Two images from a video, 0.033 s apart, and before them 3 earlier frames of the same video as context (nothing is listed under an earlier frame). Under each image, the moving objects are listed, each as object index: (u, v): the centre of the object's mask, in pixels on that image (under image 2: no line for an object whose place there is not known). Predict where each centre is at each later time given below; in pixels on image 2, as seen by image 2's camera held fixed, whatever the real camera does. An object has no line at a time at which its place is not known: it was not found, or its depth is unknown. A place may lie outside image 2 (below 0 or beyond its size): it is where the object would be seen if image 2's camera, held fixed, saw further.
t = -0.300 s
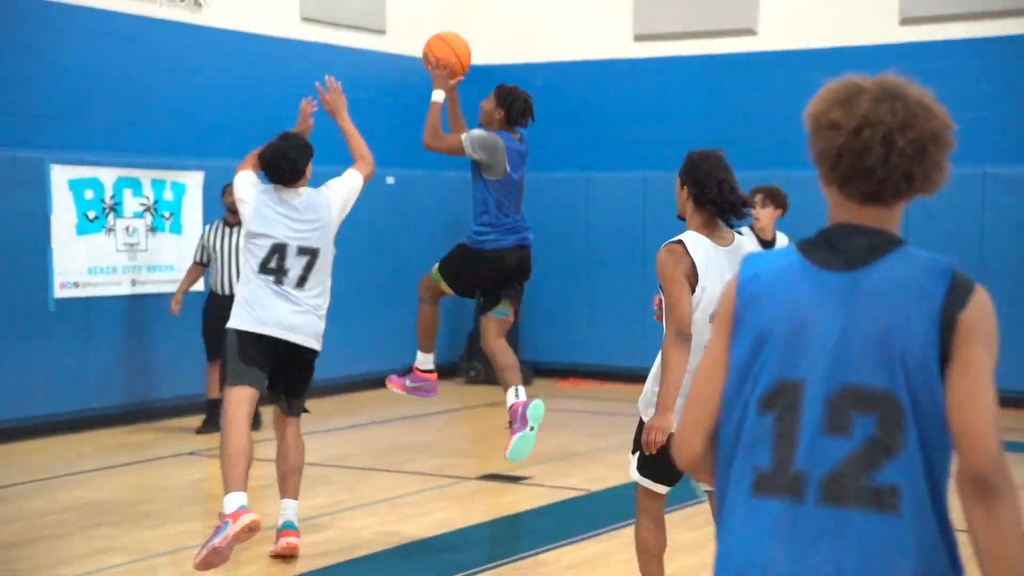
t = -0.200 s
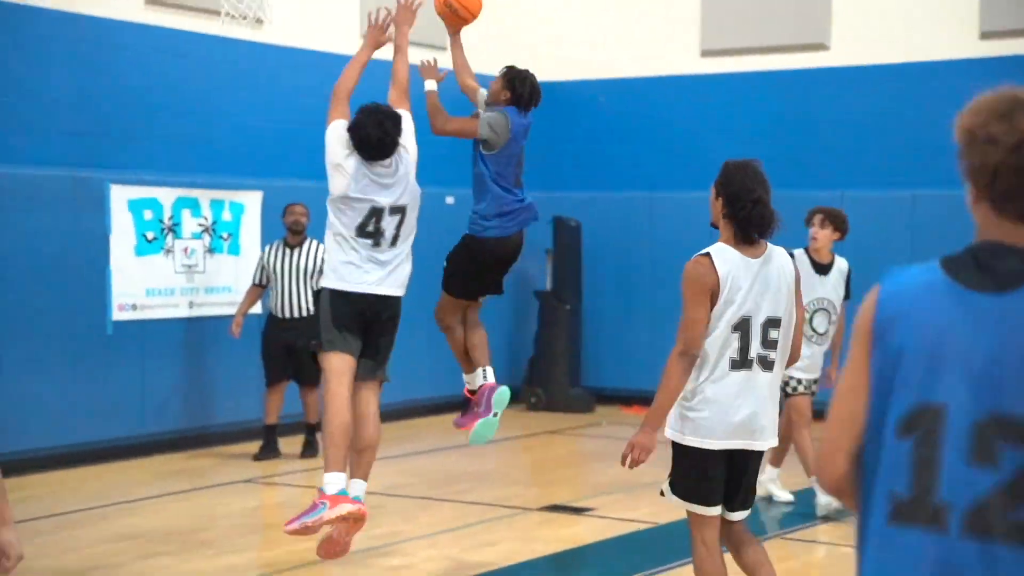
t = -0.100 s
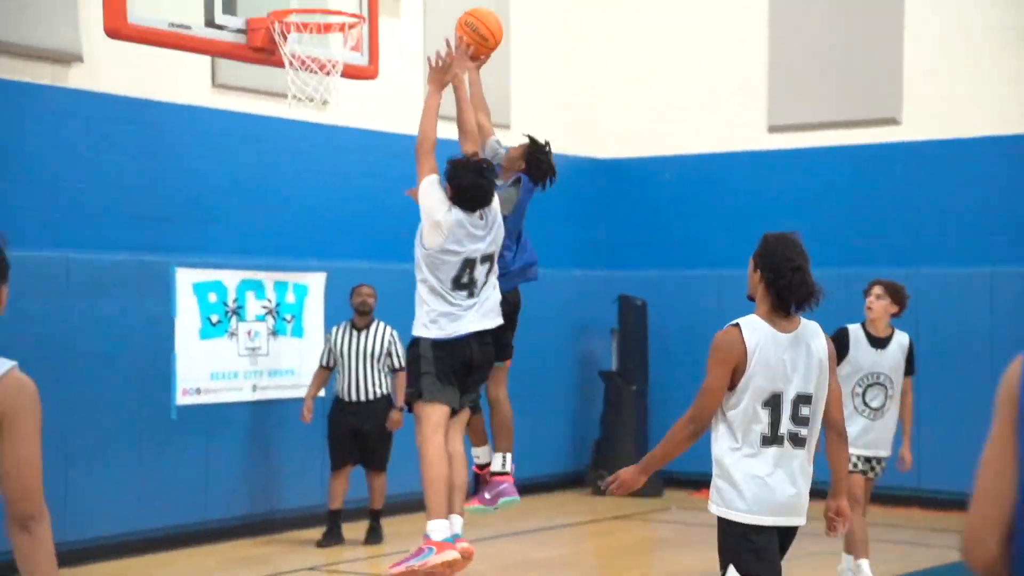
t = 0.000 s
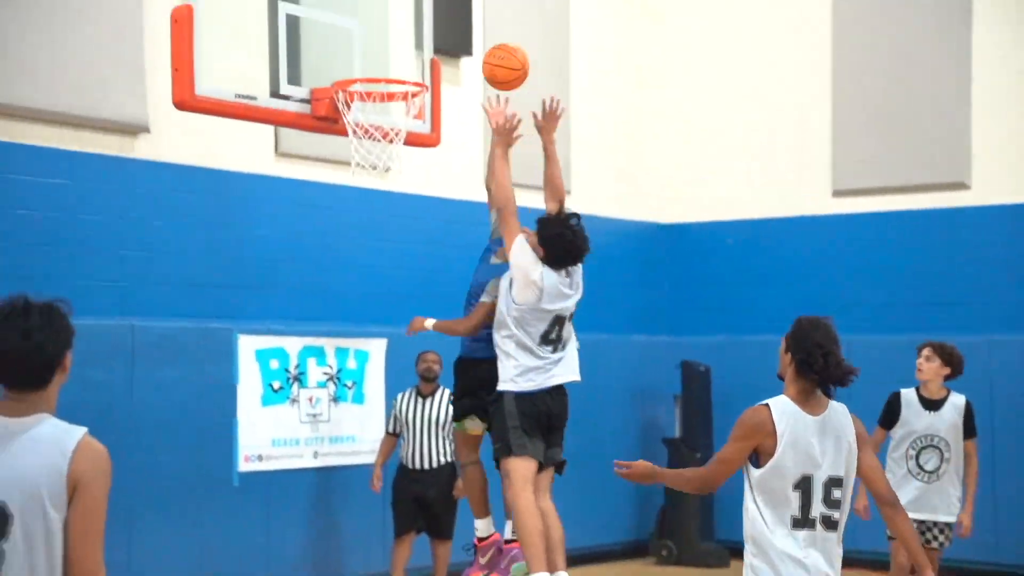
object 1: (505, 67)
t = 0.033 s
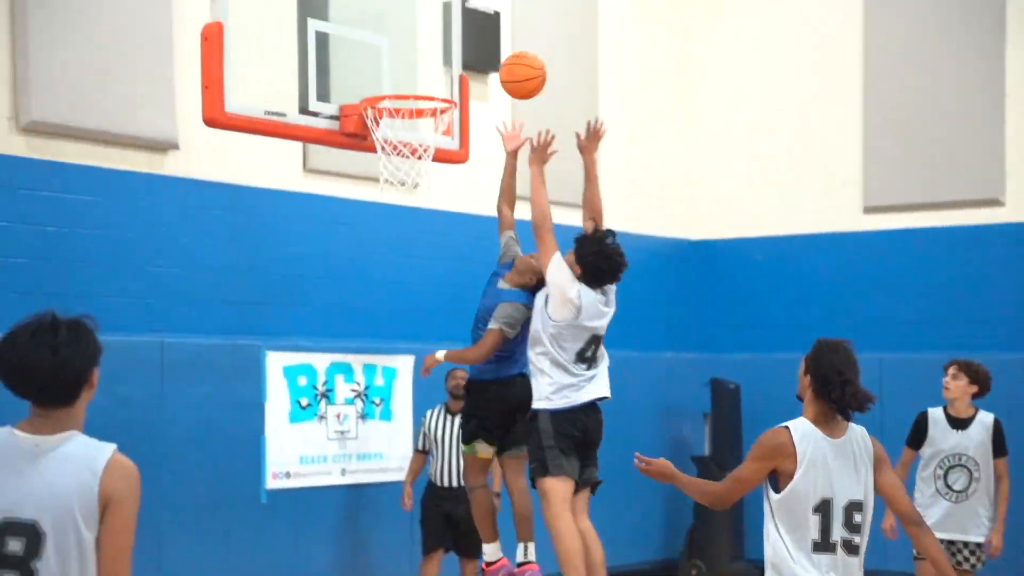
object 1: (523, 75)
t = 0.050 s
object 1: (517, 73)
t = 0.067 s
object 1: (511, 70)
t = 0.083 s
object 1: (506, 68)
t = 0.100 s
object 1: (501, 67)
